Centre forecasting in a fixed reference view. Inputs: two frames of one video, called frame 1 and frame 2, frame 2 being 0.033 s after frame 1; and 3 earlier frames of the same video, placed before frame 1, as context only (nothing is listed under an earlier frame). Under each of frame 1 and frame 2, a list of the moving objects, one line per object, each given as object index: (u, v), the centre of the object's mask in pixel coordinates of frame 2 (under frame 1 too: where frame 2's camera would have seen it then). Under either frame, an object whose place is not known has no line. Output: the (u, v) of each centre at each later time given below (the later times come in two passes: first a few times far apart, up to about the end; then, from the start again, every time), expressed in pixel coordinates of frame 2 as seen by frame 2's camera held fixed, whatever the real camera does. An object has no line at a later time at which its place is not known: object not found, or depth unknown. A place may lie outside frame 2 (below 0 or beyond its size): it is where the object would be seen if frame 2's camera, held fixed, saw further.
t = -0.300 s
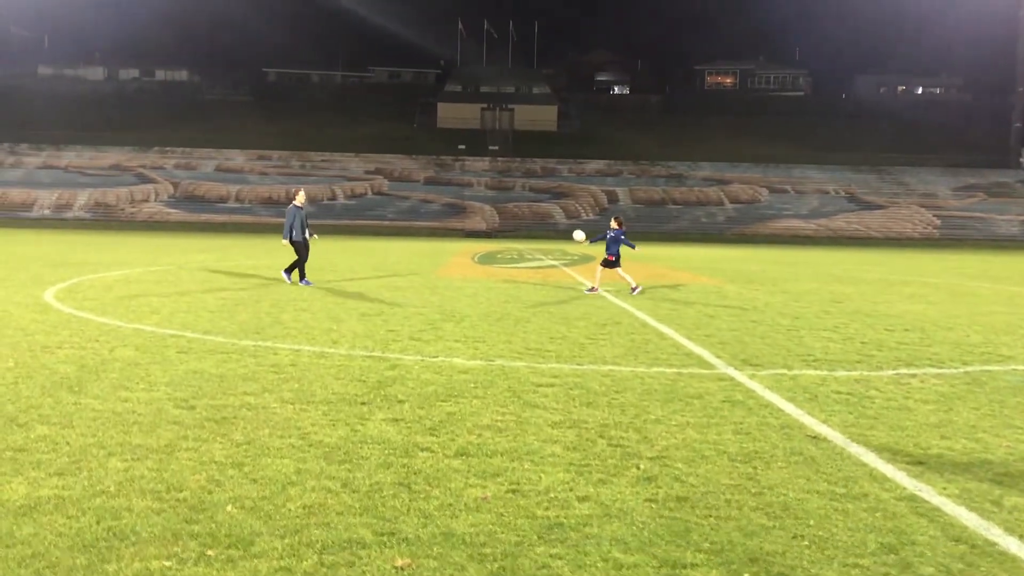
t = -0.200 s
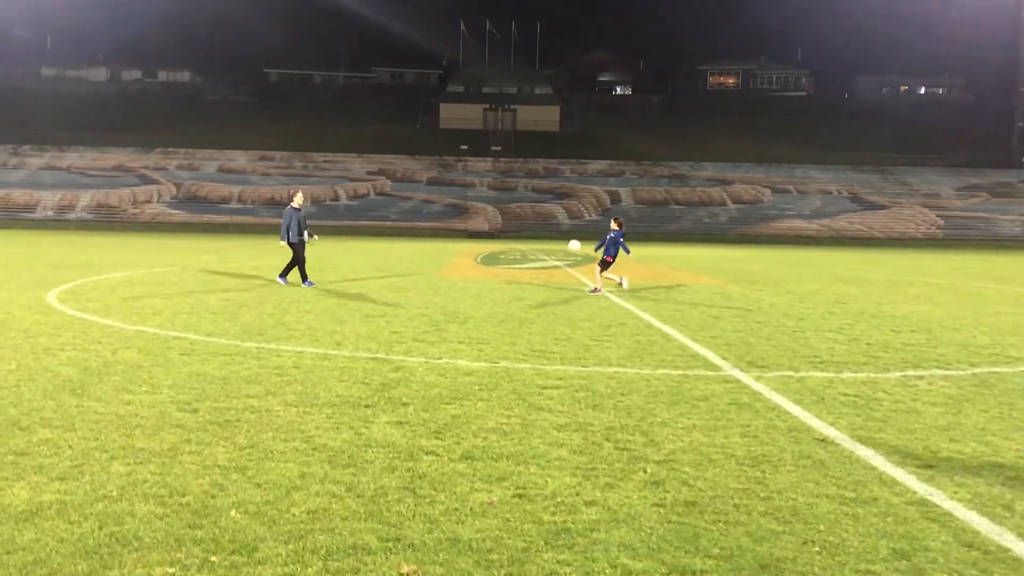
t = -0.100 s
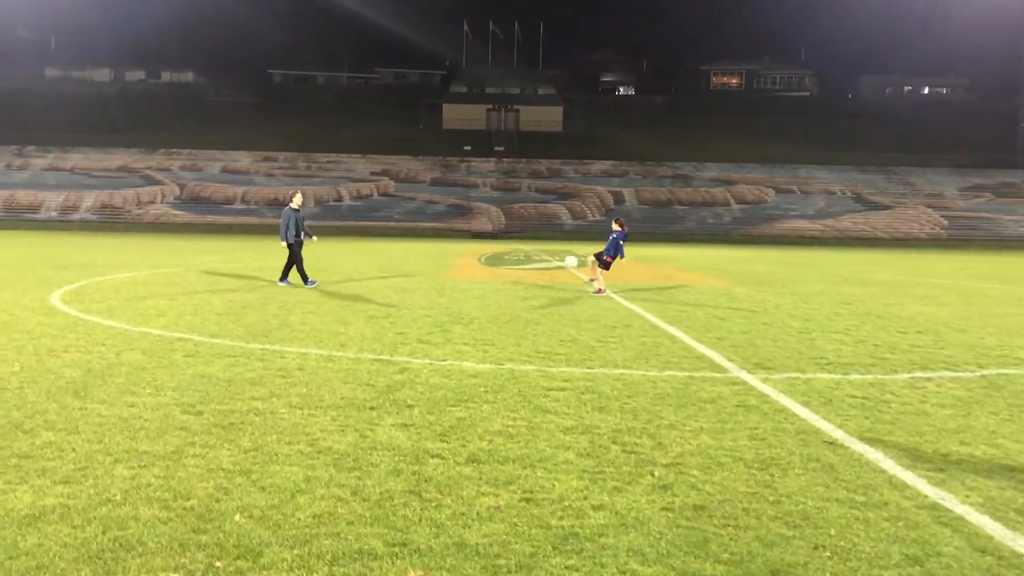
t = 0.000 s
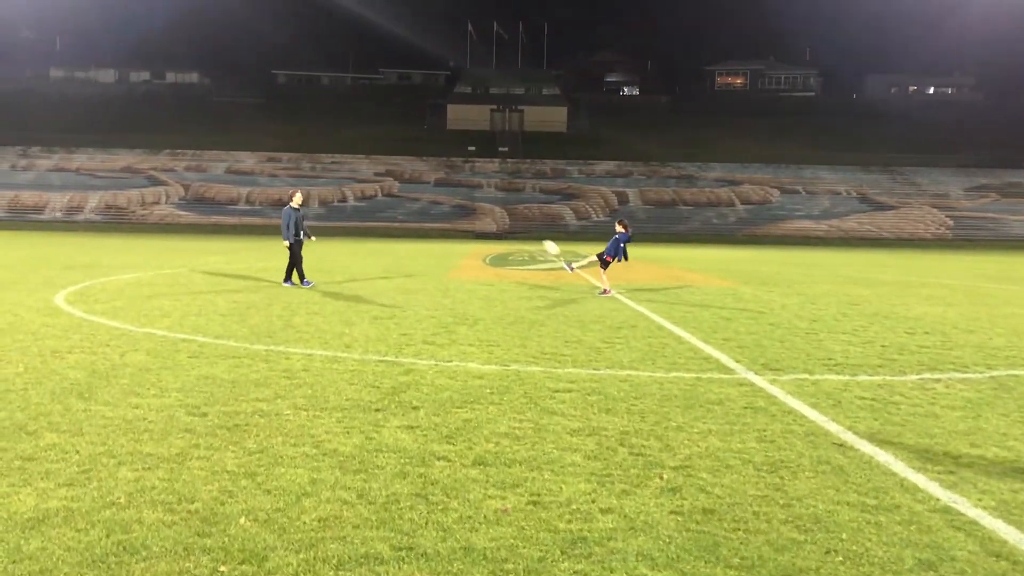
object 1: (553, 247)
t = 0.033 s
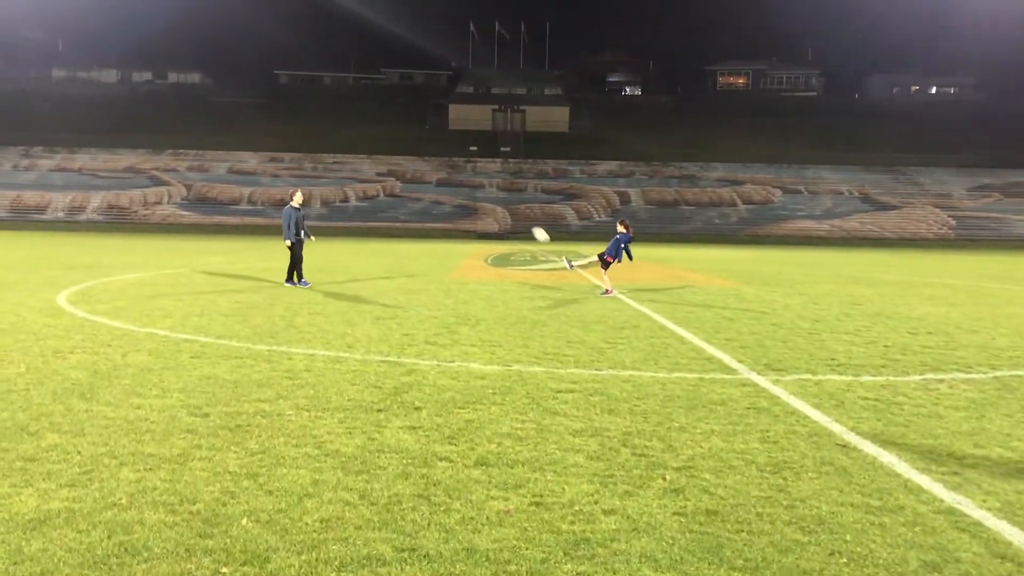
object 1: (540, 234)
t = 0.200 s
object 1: (478, 179)
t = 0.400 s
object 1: (406, 133)
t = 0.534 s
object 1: (358, 115)
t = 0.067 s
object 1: (528, 222)
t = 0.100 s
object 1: (515, 211)
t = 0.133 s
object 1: (503, 199)
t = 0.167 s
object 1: (491, 189)
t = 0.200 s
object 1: (478, 179)
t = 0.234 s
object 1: (466, 170)
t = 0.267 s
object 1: (453, 161)
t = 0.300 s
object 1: (442, 153)
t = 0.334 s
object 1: (430, 146)
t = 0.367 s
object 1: (418, 139)
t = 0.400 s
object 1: (406, 133)
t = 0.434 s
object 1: (394, 128)
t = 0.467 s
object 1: (382, 123)
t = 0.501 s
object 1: (370, 119)
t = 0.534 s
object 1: (358, 115)
